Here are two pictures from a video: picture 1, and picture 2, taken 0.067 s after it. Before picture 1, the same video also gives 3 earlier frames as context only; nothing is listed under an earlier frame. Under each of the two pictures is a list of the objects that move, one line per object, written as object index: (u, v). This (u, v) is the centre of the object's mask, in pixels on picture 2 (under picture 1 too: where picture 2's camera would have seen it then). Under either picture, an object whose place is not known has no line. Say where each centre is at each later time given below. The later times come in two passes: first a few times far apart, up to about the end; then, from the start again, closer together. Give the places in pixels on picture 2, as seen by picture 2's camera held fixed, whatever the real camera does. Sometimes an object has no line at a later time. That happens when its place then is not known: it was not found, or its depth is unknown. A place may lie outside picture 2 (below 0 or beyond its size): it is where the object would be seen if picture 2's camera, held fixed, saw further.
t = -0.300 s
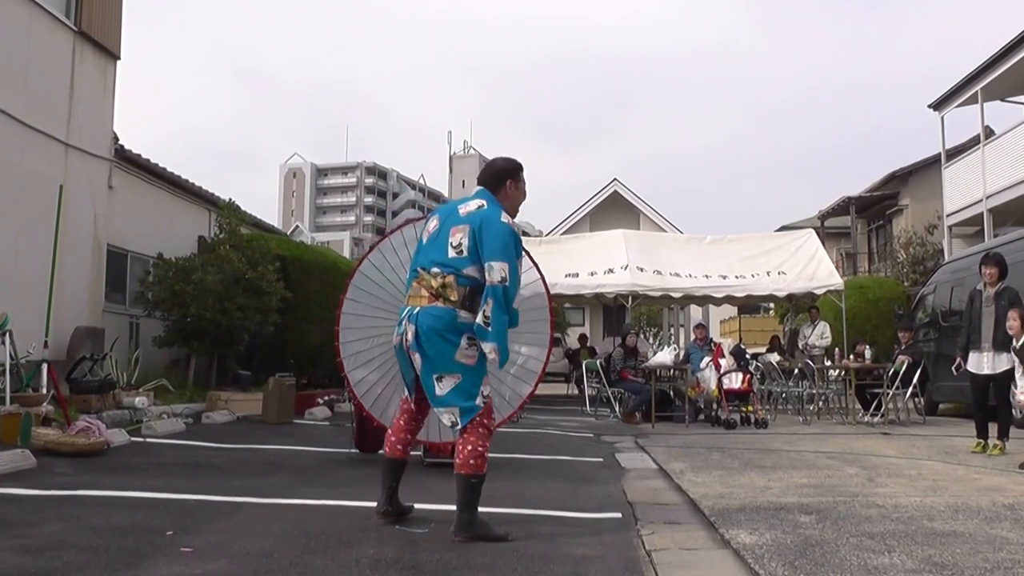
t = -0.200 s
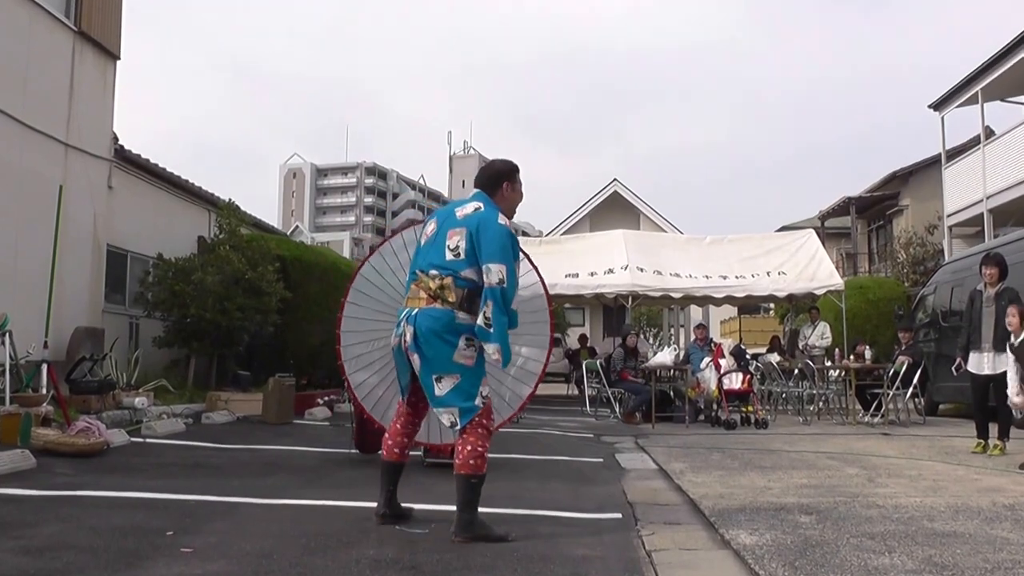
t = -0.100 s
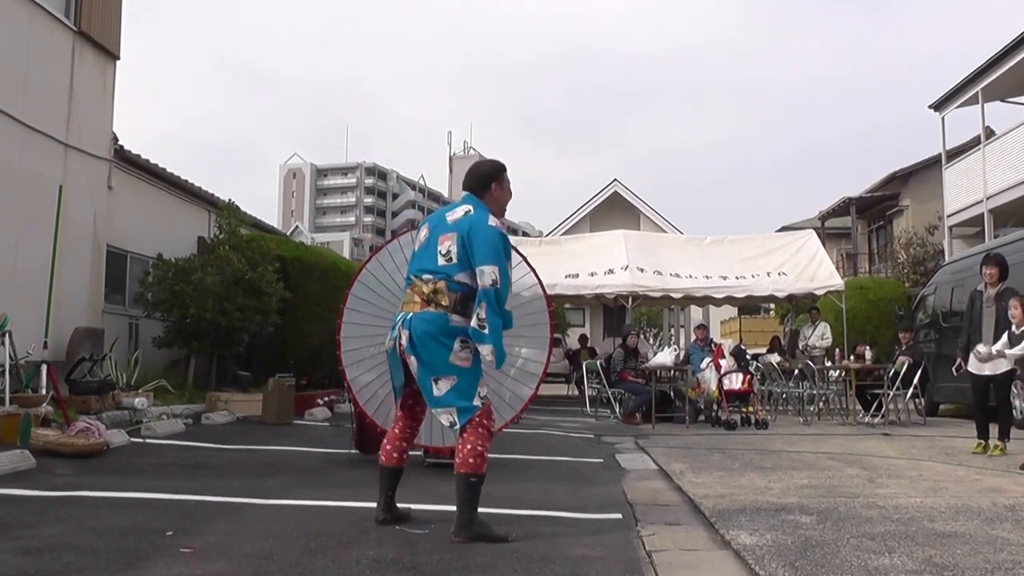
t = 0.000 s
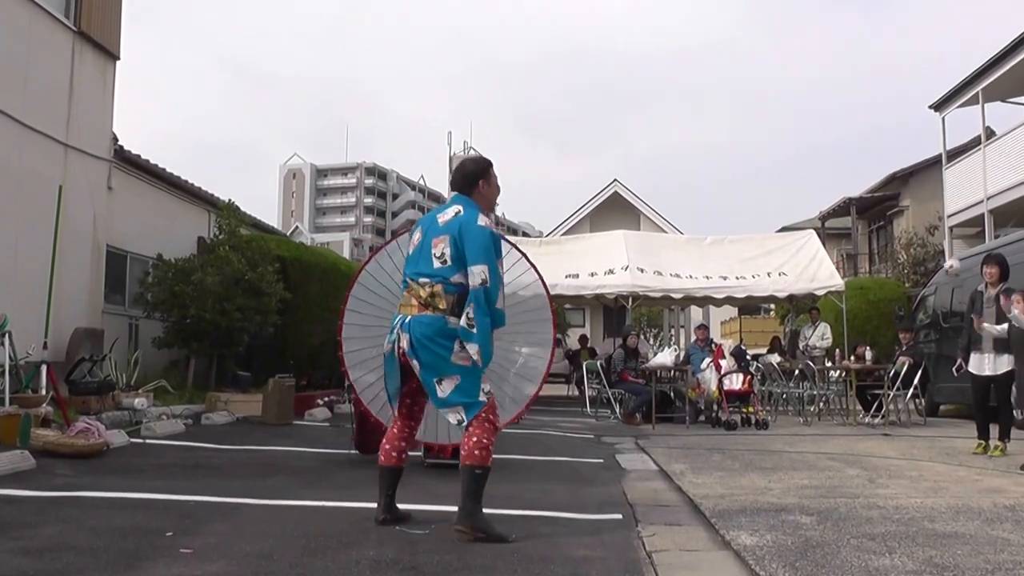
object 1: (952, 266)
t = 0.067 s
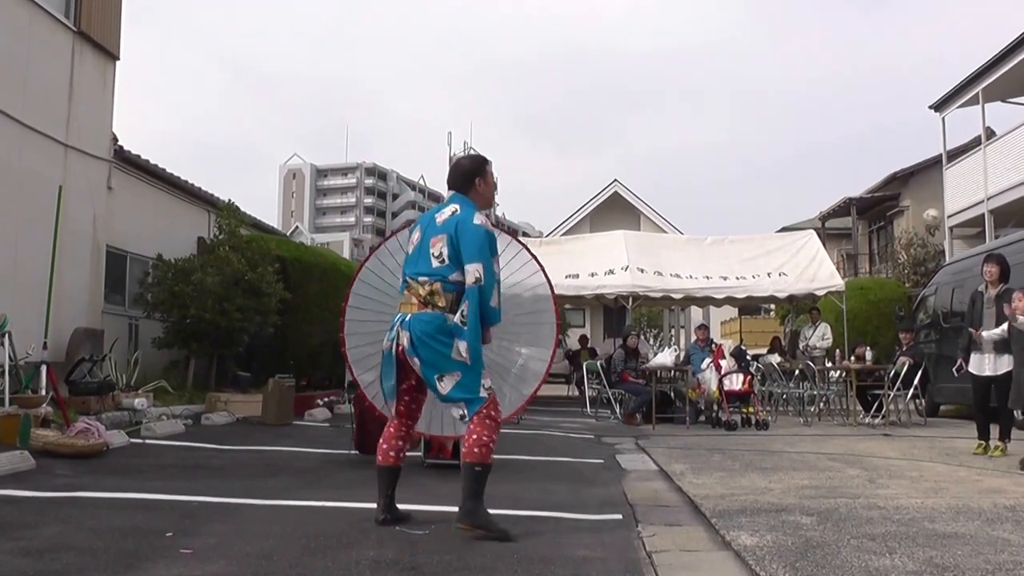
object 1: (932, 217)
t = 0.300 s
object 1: (853, 90)
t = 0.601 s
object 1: (740, 44)
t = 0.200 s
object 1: (888, 136)
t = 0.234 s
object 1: (877, 119)
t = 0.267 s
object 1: (865, 104)
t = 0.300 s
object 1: (853, 90)
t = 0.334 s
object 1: (841, 79)
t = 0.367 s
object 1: (830, 69)
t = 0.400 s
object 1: (817, 61)
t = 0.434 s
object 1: (804, 53)
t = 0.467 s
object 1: (792, 48)
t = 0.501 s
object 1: (779, 44)
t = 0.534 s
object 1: (766, 42)
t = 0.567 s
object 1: (753, 42)
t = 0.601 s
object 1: (740, 44)
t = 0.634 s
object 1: (726, 47)
